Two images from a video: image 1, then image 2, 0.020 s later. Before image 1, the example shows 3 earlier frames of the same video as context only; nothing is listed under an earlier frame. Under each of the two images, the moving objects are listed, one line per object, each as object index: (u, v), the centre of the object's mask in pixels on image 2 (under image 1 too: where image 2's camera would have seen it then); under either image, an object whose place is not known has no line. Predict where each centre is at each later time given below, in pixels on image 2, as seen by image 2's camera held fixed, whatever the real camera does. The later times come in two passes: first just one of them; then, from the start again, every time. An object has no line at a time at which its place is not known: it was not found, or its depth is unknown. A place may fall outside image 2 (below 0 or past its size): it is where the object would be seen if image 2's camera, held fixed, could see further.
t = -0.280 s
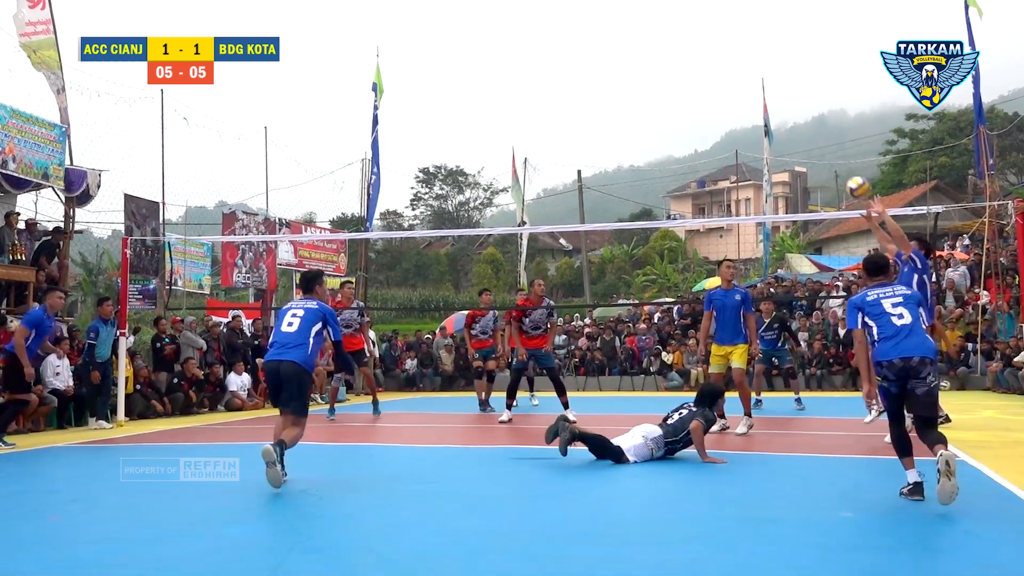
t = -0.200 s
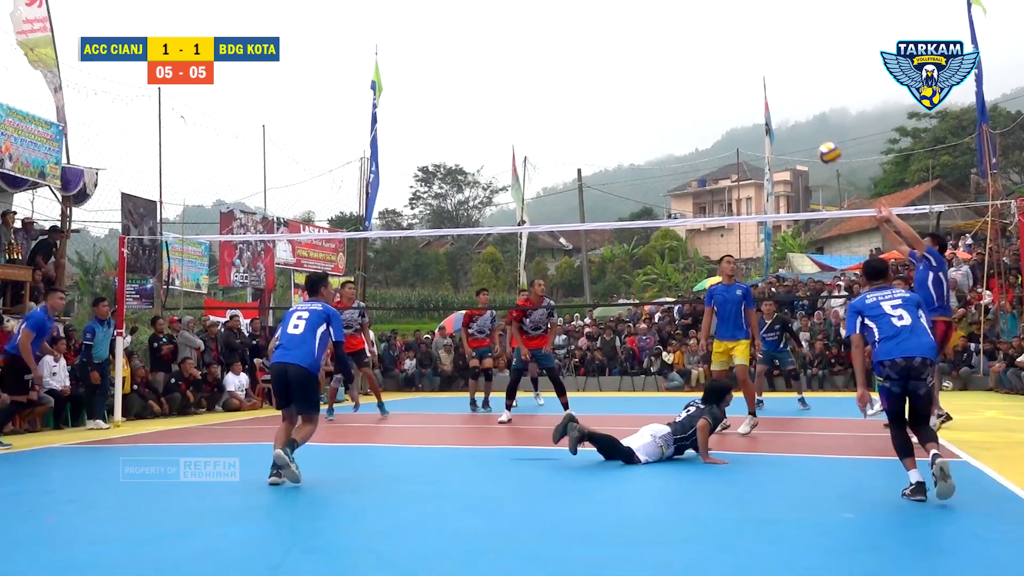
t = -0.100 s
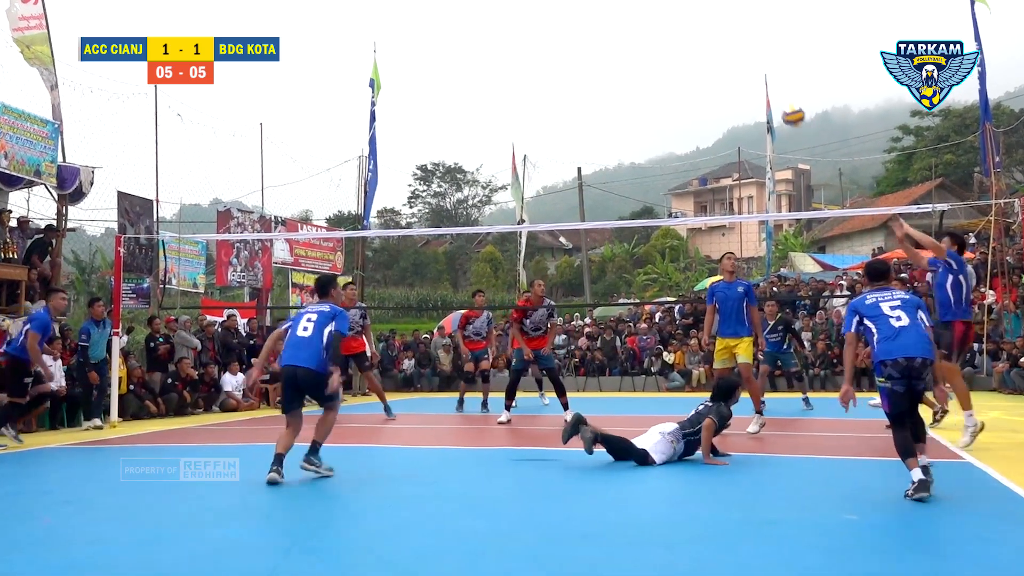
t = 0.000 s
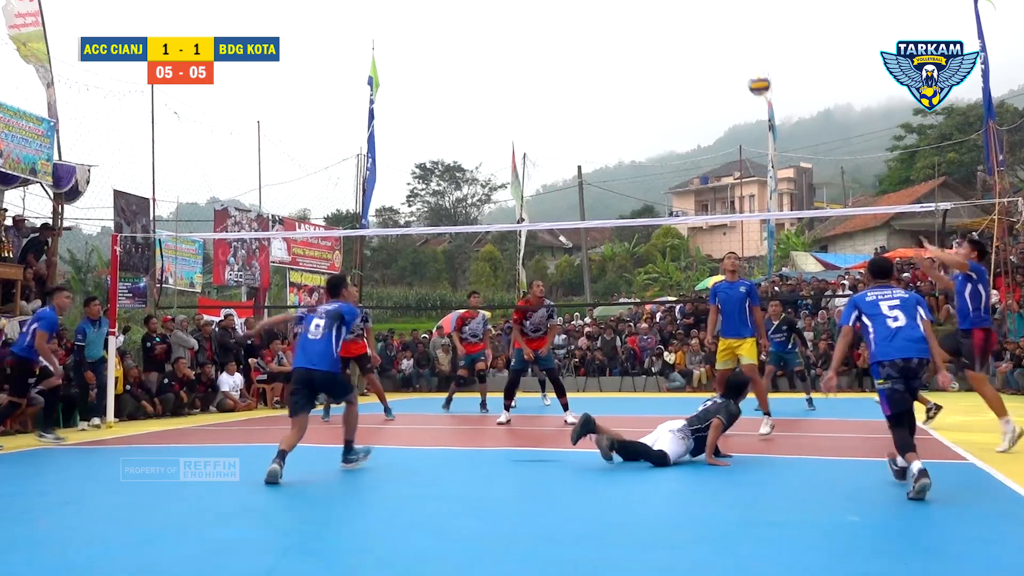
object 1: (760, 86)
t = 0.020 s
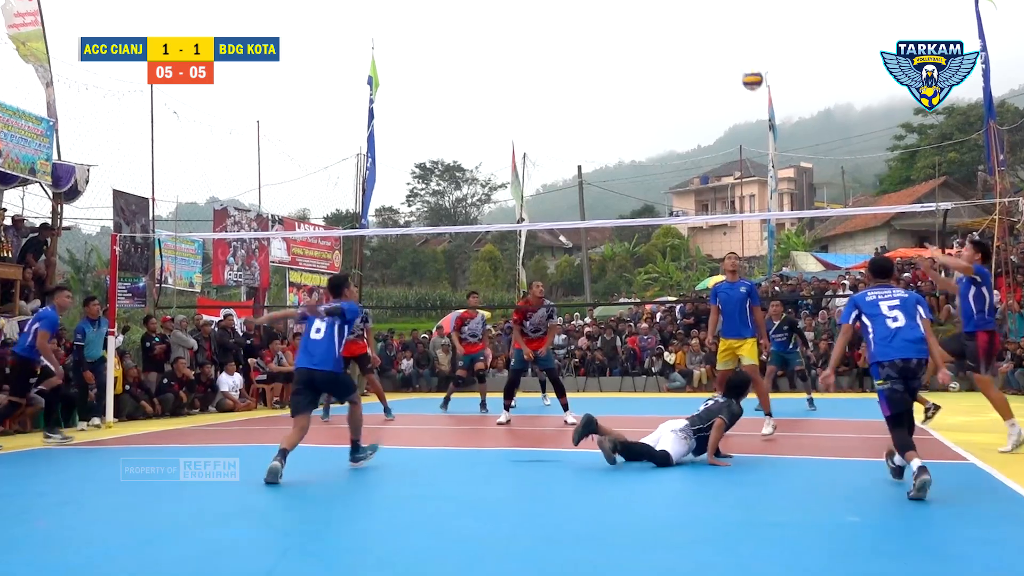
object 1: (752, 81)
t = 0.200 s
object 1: (688, 46)
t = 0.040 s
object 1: (745, 76)
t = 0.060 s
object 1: (738, 71)
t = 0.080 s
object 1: (730, 67)
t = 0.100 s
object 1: (724, 63)
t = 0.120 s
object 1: (716, 59)
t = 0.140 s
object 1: (709, 55)
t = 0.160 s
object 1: (702, 52)
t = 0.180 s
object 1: (695, 49)
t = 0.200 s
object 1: (688, 46)
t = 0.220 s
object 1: (681, 44)
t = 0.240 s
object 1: (675, 41)
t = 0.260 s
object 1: (668, 39)
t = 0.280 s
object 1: (661, 37)
